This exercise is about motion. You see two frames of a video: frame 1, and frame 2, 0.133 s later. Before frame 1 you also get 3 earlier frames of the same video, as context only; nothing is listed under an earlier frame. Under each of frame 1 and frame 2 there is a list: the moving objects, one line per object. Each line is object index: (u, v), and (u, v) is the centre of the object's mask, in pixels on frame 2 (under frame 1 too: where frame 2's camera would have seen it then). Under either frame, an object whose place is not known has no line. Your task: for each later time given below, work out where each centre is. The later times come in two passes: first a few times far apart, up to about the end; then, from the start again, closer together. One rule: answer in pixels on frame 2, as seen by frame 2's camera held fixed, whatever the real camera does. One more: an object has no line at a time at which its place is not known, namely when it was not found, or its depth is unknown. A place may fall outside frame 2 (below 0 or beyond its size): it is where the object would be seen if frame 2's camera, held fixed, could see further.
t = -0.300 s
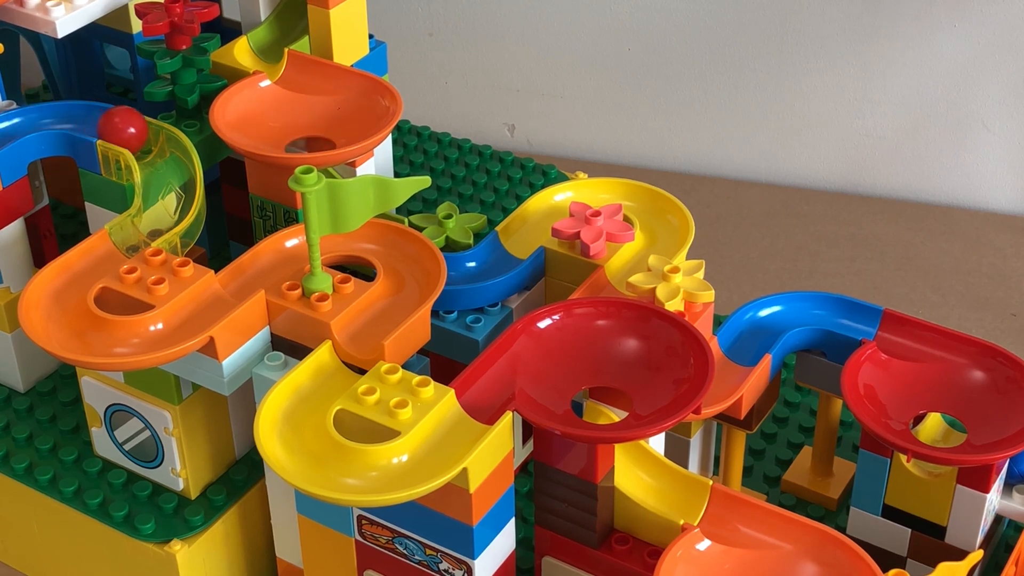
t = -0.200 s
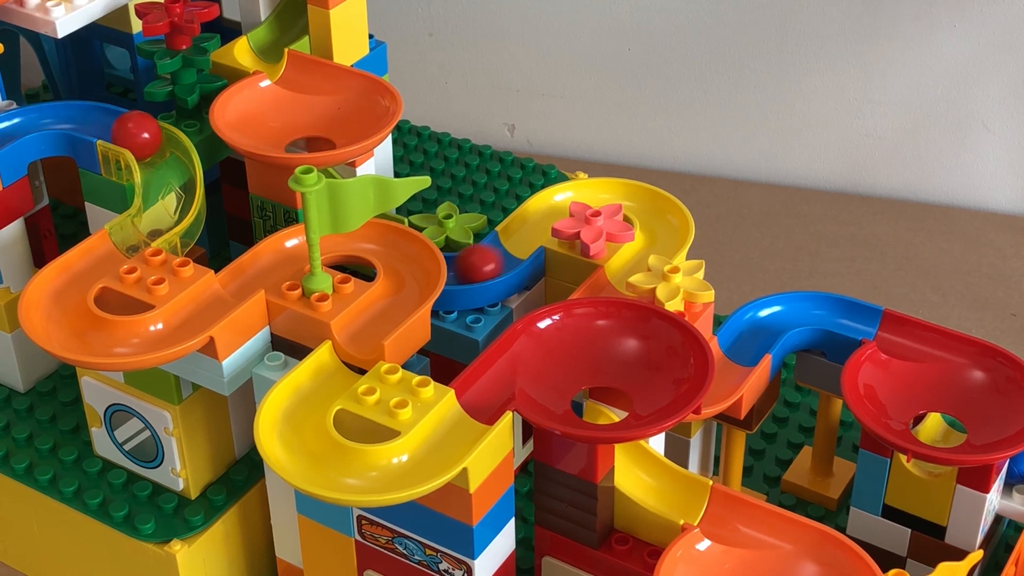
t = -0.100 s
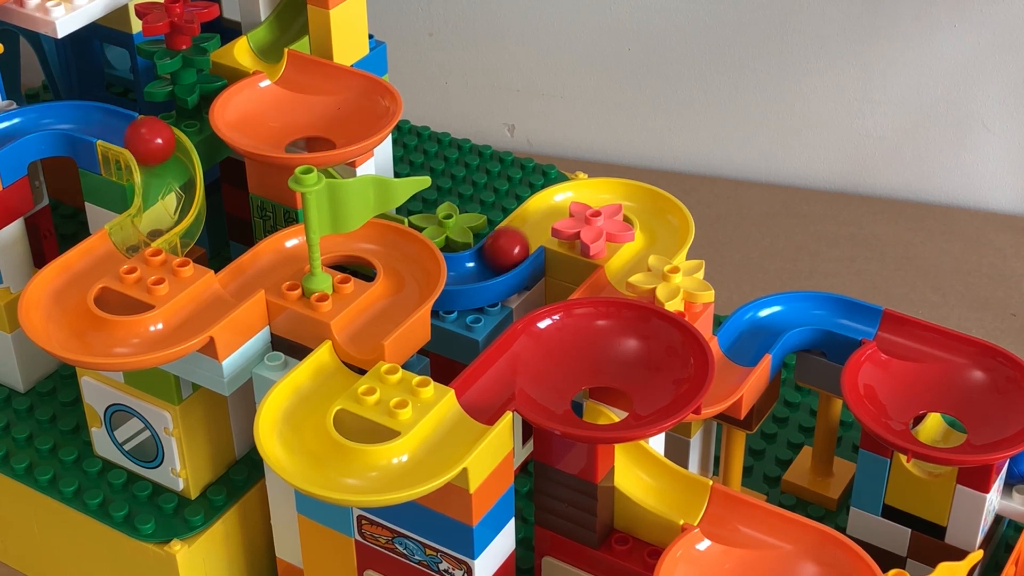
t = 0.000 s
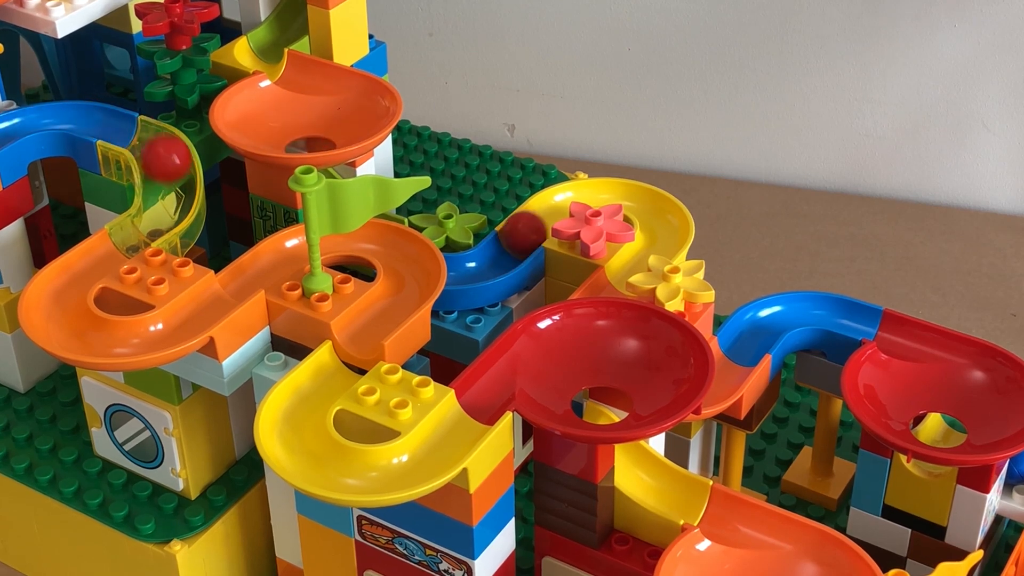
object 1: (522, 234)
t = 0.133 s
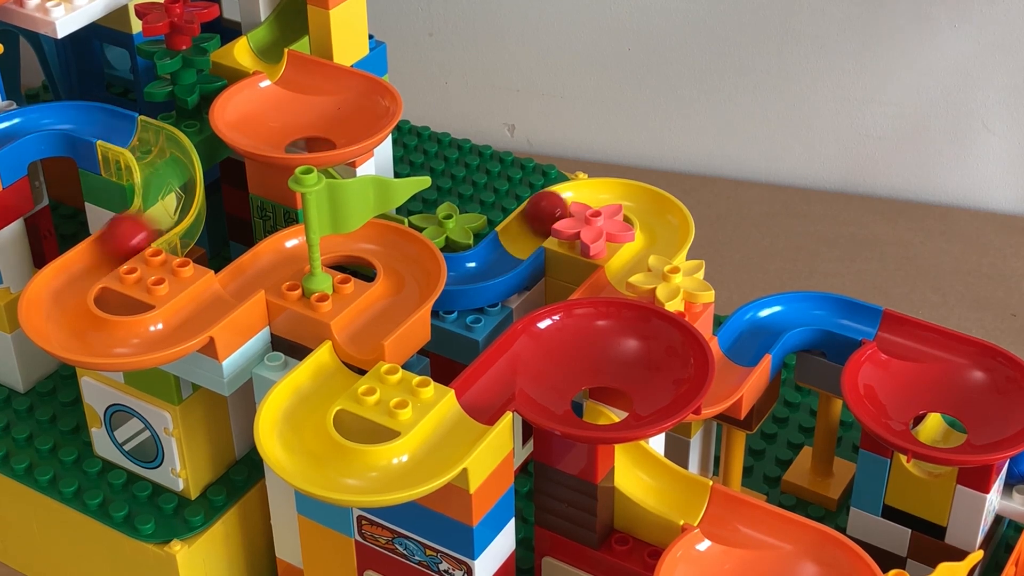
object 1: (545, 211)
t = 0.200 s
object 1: (555, 202)
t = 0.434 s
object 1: (610, 190)
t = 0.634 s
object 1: (645, 203)
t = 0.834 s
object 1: (661, 217)
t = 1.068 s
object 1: (661, 236)
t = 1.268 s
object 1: (640, 253)
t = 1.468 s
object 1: (618, 276)
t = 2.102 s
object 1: (738, 350)
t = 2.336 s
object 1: (850, 314)
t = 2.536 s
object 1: (947, 351)
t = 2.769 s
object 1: (963, 434)
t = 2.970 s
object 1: (912, 382)
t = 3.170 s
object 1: (967, 398)
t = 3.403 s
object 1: (924, 425)
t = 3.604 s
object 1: (951, 374)
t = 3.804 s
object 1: (955, 428)
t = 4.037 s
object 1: (913, 399)
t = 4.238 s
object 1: (987, 412)
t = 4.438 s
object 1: (930, 426)
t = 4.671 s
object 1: (935, 383)
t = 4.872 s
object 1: (991, 421)
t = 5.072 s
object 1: (895, 407)
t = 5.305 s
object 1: (976, 396)
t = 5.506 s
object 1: (958, 430)
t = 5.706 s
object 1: (898, 387)
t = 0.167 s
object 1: (550, 207)
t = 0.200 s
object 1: (555, 202)
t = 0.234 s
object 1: (562, 198)
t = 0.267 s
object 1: (571, 194)
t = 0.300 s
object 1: (580, 190)
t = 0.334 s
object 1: (589, 190)
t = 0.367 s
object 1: (596, 190)
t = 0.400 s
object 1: (603, 190)
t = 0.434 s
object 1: (610, 190)
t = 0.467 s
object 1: (617, 191)
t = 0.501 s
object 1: (624, 193)
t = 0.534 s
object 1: (631, 195)
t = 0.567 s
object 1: (636, 197)
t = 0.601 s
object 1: (641, 200)
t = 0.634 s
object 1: (645, 203)
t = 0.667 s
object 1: (648, 205)
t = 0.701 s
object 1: (651, 207)
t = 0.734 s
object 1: (654, 209)
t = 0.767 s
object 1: (657, 212)
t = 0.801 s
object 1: (659, 215)
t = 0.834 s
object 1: (661, 217)
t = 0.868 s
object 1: (662, 220)
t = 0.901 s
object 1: (663, 223)
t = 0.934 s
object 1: (664, 226)
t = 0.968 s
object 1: (664, 229)
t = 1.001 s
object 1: (664, 232)
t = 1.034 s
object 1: (663, 234)
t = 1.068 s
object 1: (661, 236)
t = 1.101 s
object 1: (659, 238)
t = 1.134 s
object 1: (658, 240)
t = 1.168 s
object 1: (654, 243)
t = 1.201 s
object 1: (650, 246)
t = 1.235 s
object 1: (645, 250)
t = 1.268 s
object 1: (640, 253)
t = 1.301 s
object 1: (637, 256)
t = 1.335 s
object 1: (633, 259)
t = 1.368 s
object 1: (627, 264)
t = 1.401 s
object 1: (625, 269)
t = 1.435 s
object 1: (622, 272)
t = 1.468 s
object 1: (618, 276)
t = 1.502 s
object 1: (615, 279)
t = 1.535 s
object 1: (610, 282)
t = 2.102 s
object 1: (738, 350)
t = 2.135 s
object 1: (748, 338)
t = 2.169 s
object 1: (758, 326)
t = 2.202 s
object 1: (772, 315)
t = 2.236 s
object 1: (792, 308)
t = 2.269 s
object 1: (813, 307)
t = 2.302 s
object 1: (833, 309)
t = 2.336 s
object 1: (850, 314)
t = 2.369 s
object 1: (867, 320)
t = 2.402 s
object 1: (885, 328)
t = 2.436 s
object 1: (899, 334)
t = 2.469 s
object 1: (914, 339)
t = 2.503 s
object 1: (929, 343)
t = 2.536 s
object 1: (947, 351)
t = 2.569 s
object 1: (960, 363)
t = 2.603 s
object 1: (976, 383)
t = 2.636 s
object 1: (978, 402)
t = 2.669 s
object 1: (981, 419)
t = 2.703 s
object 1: (979, 429)
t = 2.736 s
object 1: (972, 433)
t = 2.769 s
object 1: (963, 434)
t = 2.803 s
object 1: (949, 433)
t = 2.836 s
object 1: (932, 429)
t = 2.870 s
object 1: (919, 421)
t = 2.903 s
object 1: (911, 408)
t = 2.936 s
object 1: (909, 396)
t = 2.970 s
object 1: (912, 382)
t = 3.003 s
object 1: (917, 372)
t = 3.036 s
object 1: (926, 368)
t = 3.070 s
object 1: (936, 370)
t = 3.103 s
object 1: (948, 379)
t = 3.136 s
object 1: (961, 391)
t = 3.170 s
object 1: (967, 398)
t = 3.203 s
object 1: (971, 414)
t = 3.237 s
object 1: (968, 424)
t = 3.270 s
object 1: (964, 430)
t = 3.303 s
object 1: (956, 432)
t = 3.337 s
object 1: (946, 432)
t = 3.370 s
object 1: (934, 429)
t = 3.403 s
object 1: (924, 425)
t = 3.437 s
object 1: (916, 418)
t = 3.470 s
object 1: (912, 408)
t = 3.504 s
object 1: (914, 397)
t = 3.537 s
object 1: (920, 386)
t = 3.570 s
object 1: (930, 377)
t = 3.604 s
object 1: (951, 374)
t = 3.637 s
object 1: (963, 380)
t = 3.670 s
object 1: (969, 390)
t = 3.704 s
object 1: (972, 399)
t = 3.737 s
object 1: (971, 412)
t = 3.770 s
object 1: (965, 421)
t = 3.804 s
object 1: (955, 428)
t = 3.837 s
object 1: (941, 429)
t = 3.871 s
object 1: (930, 428)
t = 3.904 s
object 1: (919, 424)
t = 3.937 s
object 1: (910, 420)
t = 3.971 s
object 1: (906, 415)
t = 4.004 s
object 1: (907, 407)
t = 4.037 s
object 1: (913, 399)
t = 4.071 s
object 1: (923, 391)
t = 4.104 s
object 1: (938, 386)
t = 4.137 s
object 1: (957, 391)
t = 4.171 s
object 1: (972, 397)
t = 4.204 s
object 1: (982, 405)
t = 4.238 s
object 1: (987, 412)
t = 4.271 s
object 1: (990, 420)
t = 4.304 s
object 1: (988, 426)
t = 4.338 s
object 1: (979, 430)
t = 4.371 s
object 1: (965, 432)
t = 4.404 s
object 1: (947, 431)
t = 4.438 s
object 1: (930, 426)
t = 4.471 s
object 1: (908, 420)
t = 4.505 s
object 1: (896, 410)
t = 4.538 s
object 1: (890, 403)
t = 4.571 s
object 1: (890, 393)
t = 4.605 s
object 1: (899, 386)
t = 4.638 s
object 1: (915, 382)
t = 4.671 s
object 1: (935, 383)
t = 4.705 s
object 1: (953, 384)
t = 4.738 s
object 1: (973, 389)
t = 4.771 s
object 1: (986, 395)
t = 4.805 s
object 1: (993, 403)
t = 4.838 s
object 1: (994, 412)
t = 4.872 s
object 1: (991, 421)
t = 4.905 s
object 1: (978, 427)
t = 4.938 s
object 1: (962, 429)
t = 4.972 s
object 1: (941, 428)
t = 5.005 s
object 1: (923, 424)
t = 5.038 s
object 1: (906, 416)
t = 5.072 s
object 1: (895, 407)
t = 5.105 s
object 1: (890, 398)
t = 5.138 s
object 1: (895, 392)
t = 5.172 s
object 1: (904, 387)
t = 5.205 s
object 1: (916, 384)
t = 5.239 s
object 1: (938, 386)
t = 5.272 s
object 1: (960, 390)
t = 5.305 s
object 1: (976, 396)
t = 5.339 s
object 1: (983, 401)
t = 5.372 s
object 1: (991, 408)
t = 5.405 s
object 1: (991, 417)
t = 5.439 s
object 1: (986, 424)
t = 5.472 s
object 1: (973, 427)
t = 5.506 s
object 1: (958, 430)
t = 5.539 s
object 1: (938, 427)
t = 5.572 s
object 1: (921, 421)
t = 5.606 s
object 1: (905, 412)
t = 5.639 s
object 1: (896, 403)
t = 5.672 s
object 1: (895, 395)
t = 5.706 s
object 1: (898, 387)
